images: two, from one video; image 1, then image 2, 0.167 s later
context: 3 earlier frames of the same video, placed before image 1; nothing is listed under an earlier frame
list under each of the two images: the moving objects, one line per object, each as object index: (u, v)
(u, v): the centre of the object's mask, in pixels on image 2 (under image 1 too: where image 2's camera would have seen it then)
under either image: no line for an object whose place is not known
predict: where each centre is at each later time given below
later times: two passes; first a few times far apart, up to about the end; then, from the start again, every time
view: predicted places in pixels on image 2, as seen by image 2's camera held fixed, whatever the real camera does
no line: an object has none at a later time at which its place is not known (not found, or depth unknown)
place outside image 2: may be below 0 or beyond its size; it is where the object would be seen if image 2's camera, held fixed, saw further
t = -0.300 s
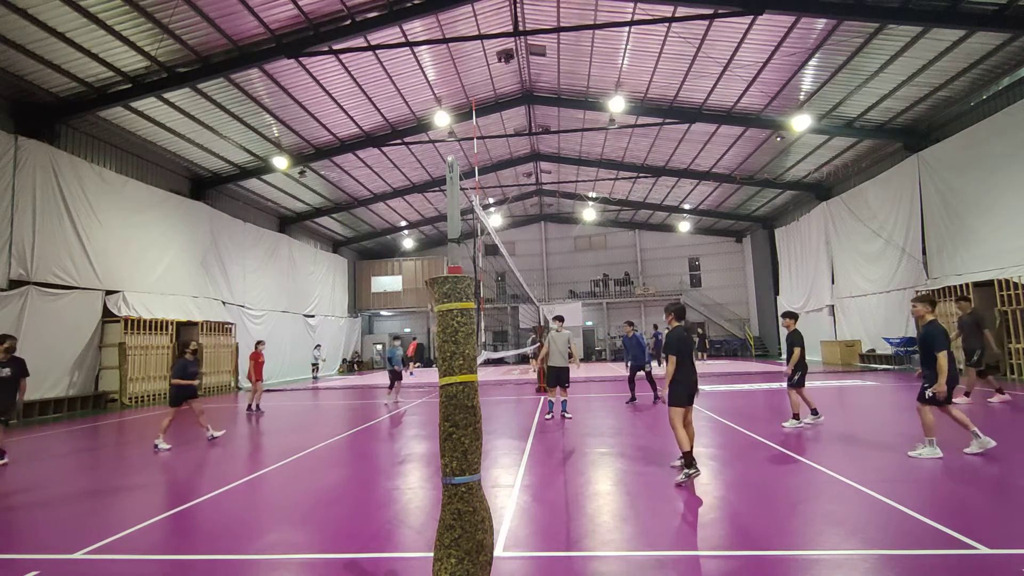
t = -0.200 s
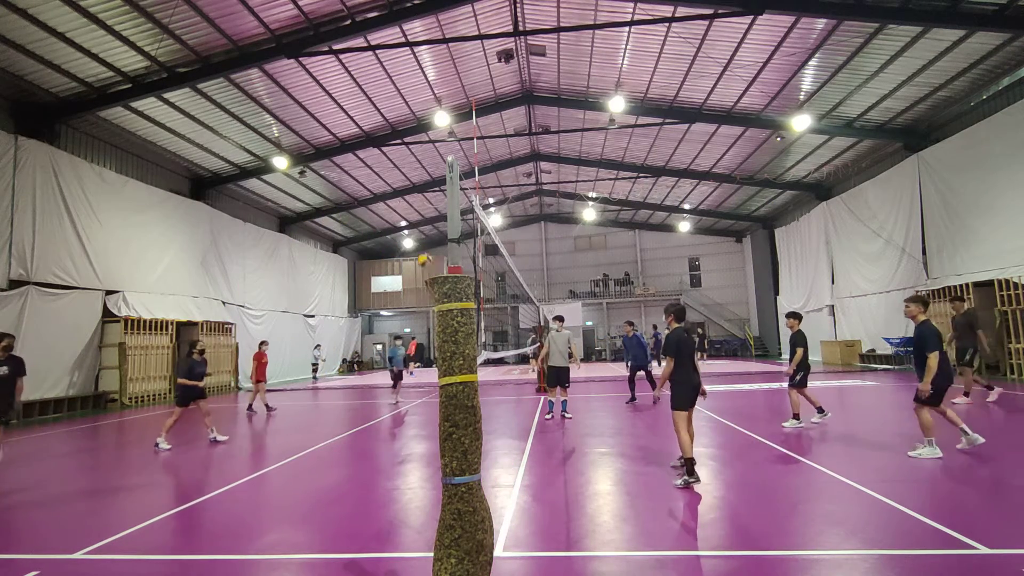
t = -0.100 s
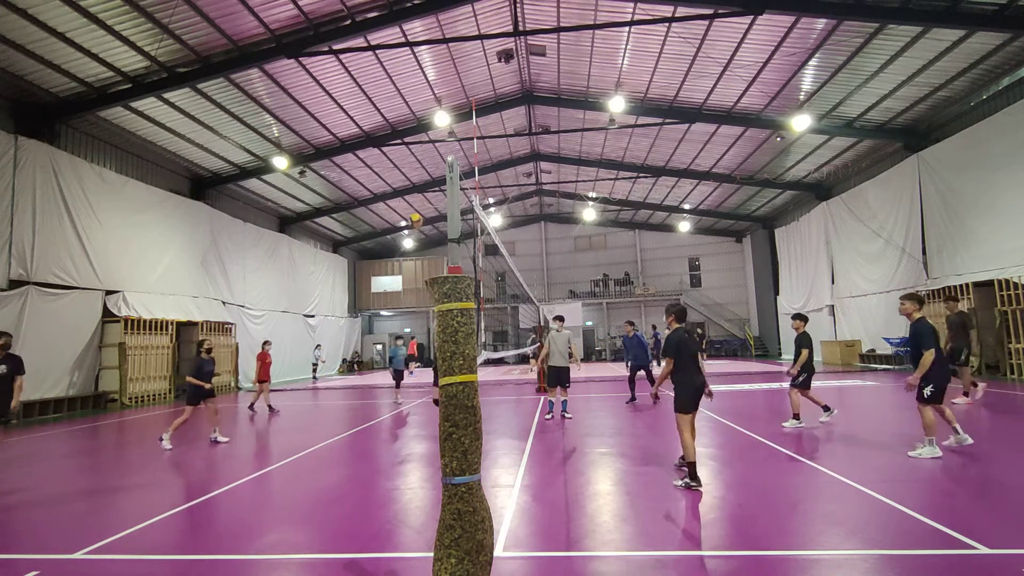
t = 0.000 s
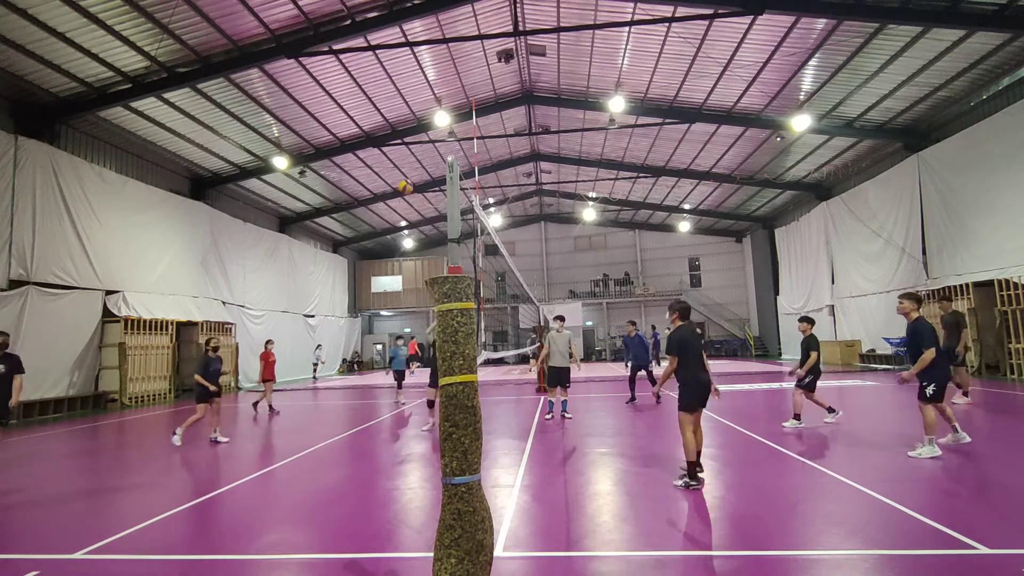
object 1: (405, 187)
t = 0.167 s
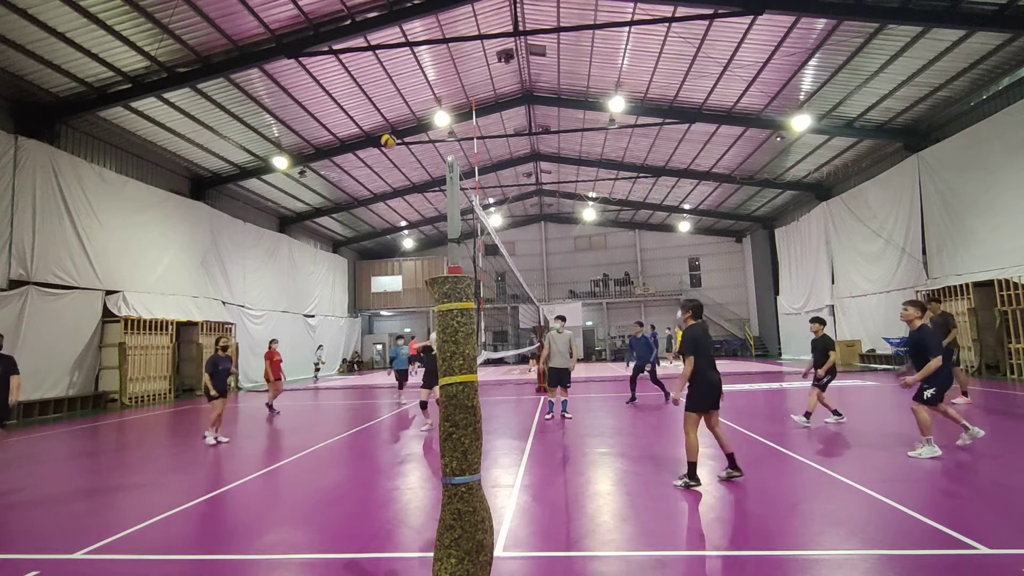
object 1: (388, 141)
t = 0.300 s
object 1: (374, 117)
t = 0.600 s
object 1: (339, 103)
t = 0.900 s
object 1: (298, 160)
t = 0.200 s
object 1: (385, 135)
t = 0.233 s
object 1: (381, 128)
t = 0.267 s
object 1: (378, 122)
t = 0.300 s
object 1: (374, 117)
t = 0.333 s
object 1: (370, 113)
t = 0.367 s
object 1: (367, 109)
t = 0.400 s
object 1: (363, 106)
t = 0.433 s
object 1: (359, 103)
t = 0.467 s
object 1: (355, 102)
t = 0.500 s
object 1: (351, 101)
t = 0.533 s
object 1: (347, 101)
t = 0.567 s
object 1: (342, 102)
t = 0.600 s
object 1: (339, 103)
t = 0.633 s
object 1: (335, 105)
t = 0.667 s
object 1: (330, 109)
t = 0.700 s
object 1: (325, 114)
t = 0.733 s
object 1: (320, 119)
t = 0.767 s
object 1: (316, 125)
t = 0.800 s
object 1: (312, 131)
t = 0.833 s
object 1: (307, 140)
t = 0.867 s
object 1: (302, 149)
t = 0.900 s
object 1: (298, 160)
